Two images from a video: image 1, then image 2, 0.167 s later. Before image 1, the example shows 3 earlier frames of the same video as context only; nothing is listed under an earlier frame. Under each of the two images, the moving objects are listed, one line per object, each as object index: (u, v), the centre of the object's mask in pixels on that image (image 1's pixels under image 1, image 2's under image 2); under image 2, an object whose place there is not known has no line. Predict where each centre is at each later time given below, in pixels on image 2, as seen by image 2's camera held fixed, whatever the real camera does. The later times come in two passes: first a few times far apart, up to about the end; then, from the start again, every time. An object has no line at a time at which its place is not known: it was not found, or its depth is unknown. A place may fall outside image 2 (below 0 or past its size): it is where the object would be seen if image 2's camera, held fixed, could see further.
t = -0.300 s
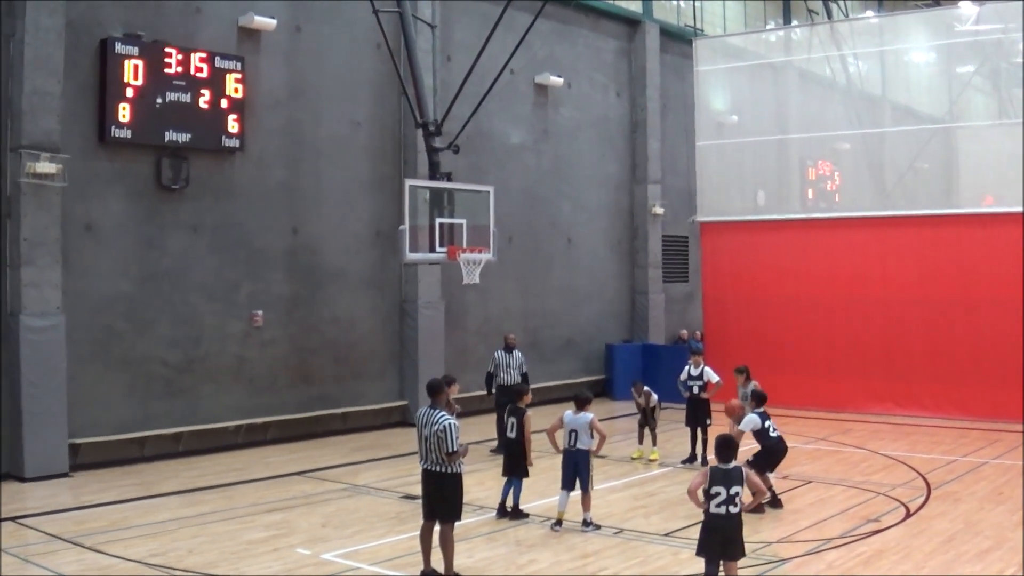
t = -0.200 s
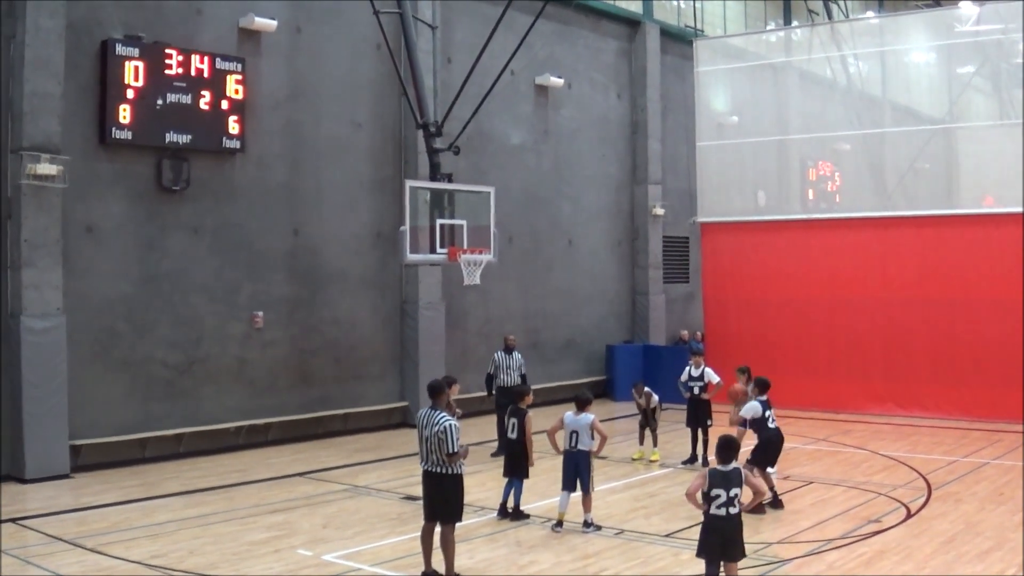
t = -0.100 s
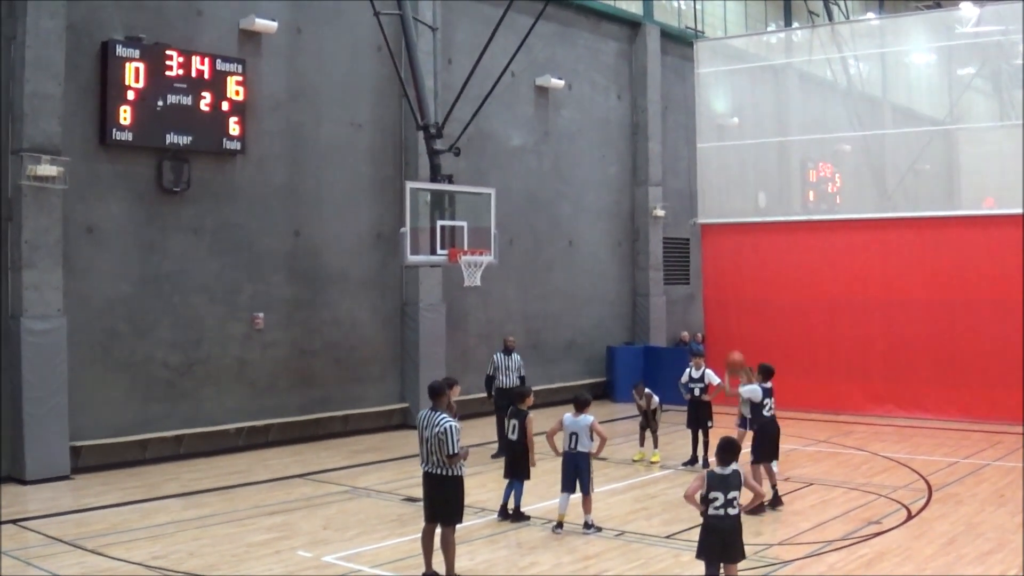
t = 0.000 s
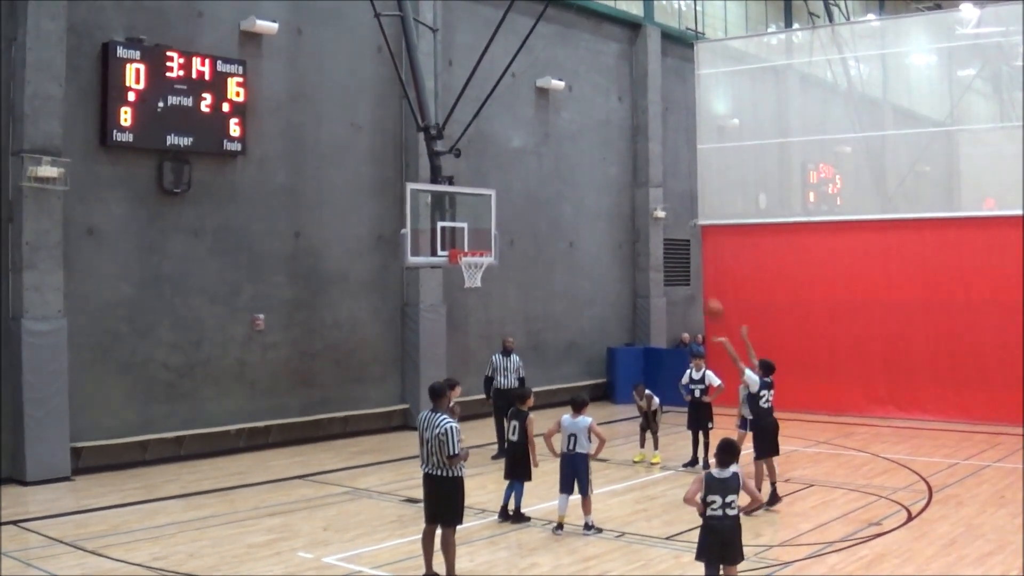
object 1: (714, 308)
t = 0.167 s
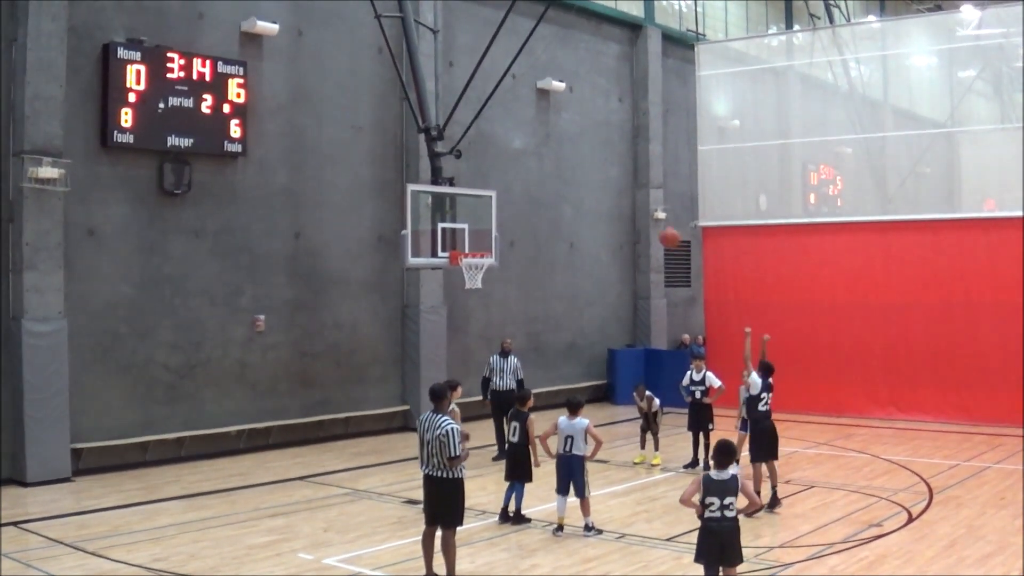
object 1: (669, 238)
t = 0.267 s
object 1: (645, 206)
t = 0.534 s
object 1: (583, 166)
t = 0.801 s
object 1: (529, 181)
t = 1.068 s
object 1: (480, 245)
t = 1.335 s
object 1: (456, 294)
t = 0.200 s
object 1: (661, 226)
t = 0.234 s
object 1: (652, 215)
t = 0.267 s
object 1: (645, 206)
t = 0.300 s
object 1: (637, 198)
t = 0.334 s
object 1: (628, 190)
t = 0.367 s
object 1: (621, 184)
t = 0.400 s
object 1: (613, 179)
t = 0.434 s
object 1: (605, 174)
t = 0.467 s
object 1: (598, 170)
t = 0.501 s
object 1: (590, 168)
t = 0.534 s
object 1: (583, 166)
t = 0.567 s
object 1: (576, 165)
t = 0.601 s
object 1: (569, 165)
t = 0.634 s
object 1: (563, 166)
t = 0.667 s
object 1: (555, 167)
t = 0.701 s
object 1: (549, 169)
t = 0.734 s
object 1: (542, 173)
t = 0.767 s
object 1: (535, 176)
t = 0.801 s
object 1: (529, 181)
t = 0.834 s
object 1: (523, 186)
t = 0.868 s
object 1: (516, 193)
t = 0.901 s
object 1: (510, 200)
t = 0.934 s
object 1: (504, 207)
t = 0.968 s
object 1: (498, 215)
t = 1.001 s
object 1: (493, 225)
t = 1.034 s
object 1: (487, 234)
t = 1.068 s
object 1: (480, 245)
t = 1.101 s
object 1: (476, 254)
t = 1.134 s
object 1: (471, 265)
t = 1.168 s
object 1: (466, 271)
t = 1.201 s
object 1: (464, 276)
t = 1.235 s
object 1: (461, 279)
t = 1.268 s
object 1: (459, 283)
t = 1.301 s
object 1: (458, 287)
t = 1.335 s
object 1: (456, 294)
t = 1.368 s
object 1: (454, 300)
